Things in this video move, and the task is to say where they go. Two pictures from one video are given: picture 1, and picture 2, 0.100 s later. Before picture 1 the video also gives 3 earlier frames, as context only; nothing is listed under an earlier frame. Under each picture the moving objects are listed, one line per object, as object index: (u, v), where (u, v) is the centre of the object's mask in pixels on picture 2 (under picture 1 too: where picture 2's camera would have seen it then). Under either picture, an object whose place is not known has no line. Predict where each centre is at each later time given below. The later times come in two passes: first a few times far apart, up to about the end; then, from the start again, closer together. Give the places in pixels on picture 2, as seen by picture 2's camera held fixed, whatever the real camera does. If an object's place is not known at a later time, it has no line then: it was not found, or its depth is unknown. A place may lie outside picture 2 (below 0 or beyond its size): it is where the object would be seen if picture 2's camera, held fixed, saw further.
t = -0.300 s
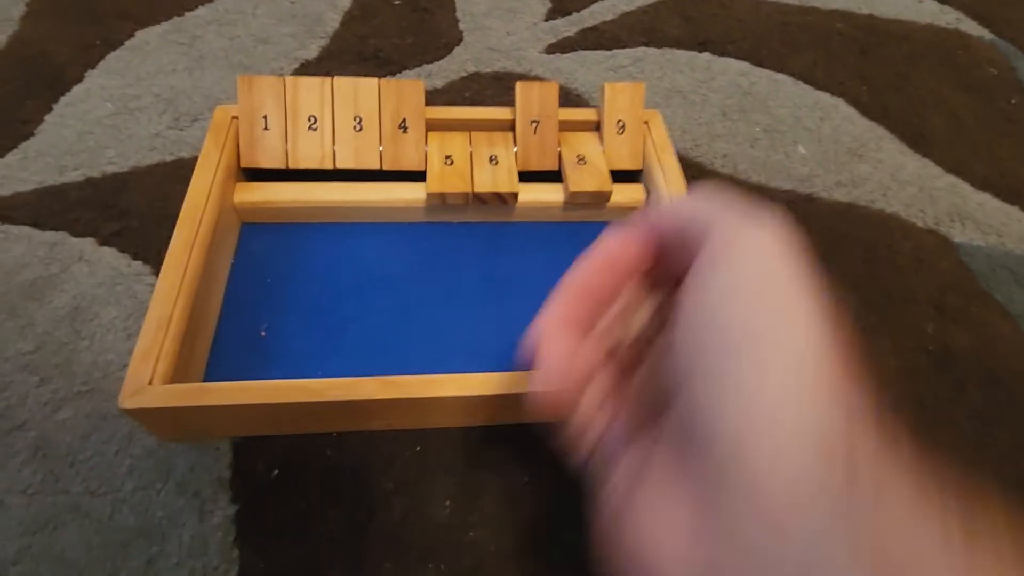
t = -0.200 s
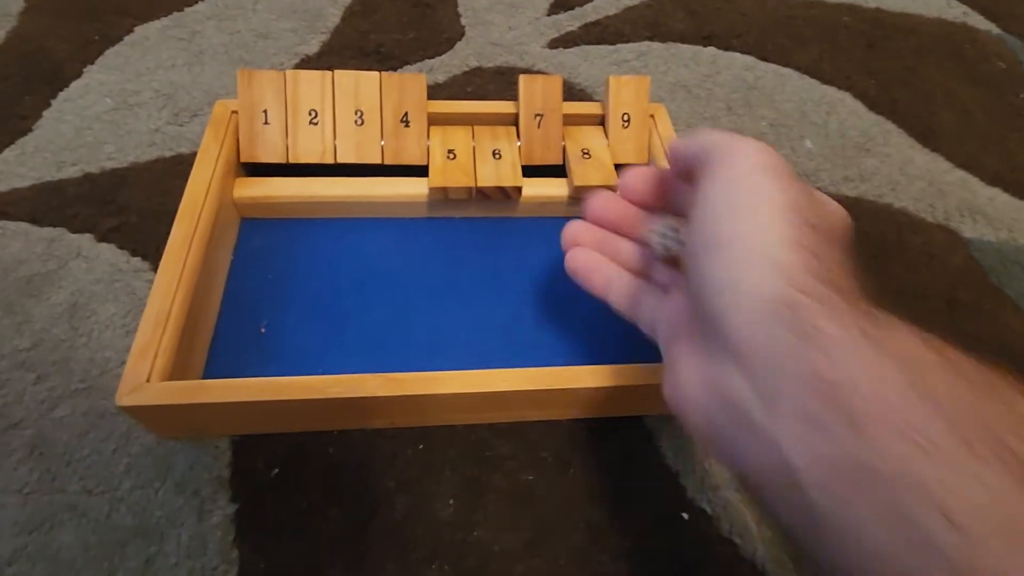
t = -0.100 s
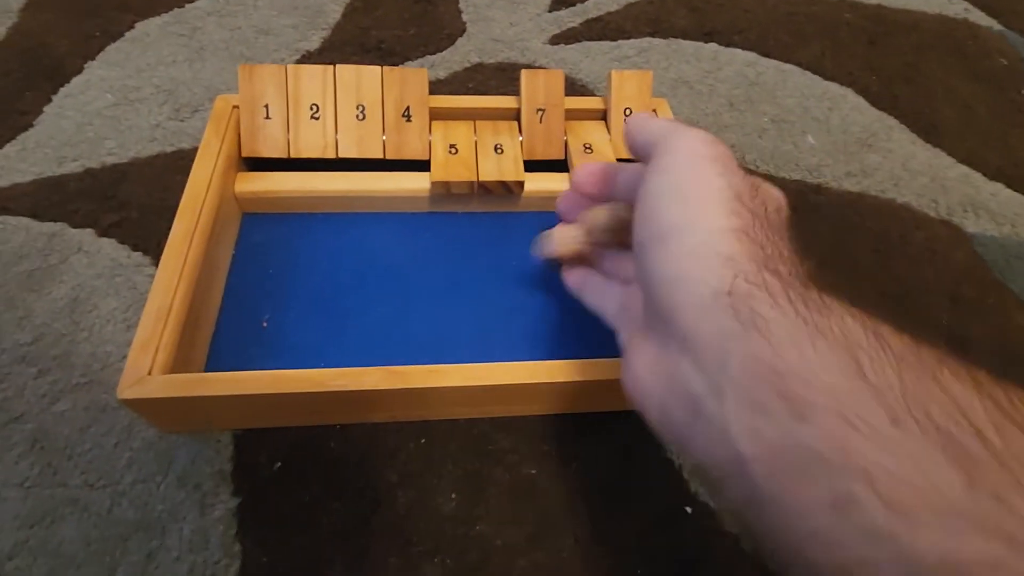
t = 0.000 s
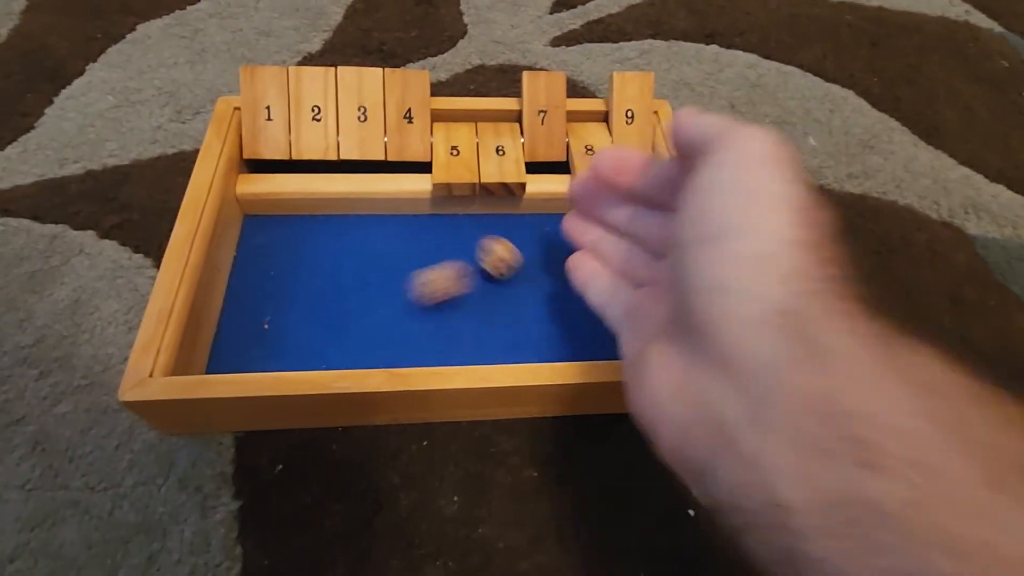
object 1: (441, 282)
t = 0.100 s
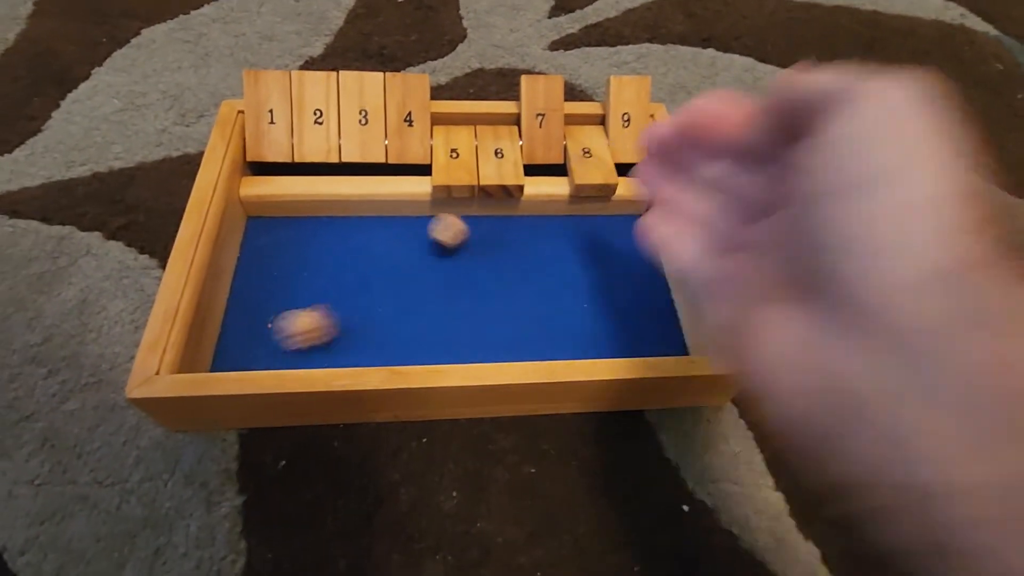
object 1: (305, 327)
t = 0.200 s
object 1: (257, 356)
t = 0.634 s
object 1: (410, 263)
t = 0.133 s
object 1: (264, 340)
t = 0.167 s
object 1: (232, 351)
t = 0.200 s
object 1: (257, 356)
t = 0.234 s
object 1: (282, 360)
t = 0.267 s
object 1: (307, 354)
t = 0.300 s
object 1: (322, 347)
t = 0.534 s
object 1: (398, 283)
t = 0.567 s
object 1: (402, 275)
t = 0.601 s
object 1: (404, 269)
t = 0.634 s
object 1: (410, 263)
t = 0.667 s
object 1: (413, 257)
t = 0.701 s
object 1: (415, 251)
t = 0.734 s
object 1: (414, 245)
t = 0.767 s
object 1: (413, 244)
